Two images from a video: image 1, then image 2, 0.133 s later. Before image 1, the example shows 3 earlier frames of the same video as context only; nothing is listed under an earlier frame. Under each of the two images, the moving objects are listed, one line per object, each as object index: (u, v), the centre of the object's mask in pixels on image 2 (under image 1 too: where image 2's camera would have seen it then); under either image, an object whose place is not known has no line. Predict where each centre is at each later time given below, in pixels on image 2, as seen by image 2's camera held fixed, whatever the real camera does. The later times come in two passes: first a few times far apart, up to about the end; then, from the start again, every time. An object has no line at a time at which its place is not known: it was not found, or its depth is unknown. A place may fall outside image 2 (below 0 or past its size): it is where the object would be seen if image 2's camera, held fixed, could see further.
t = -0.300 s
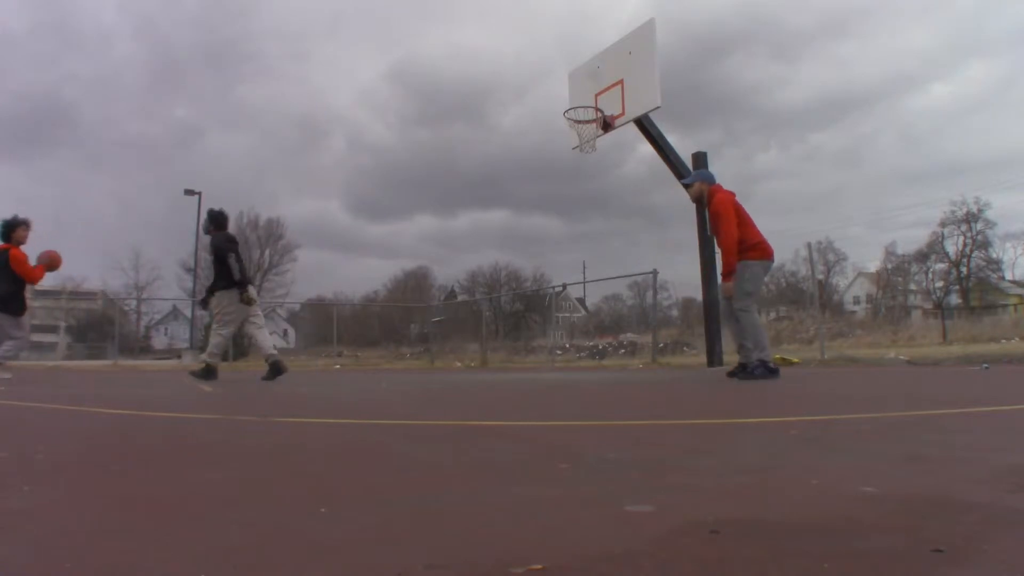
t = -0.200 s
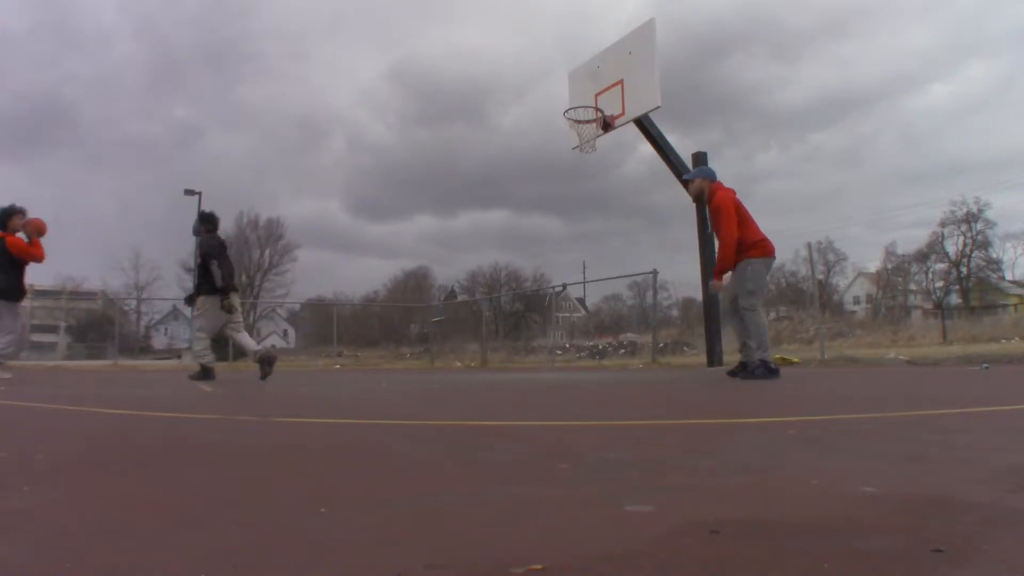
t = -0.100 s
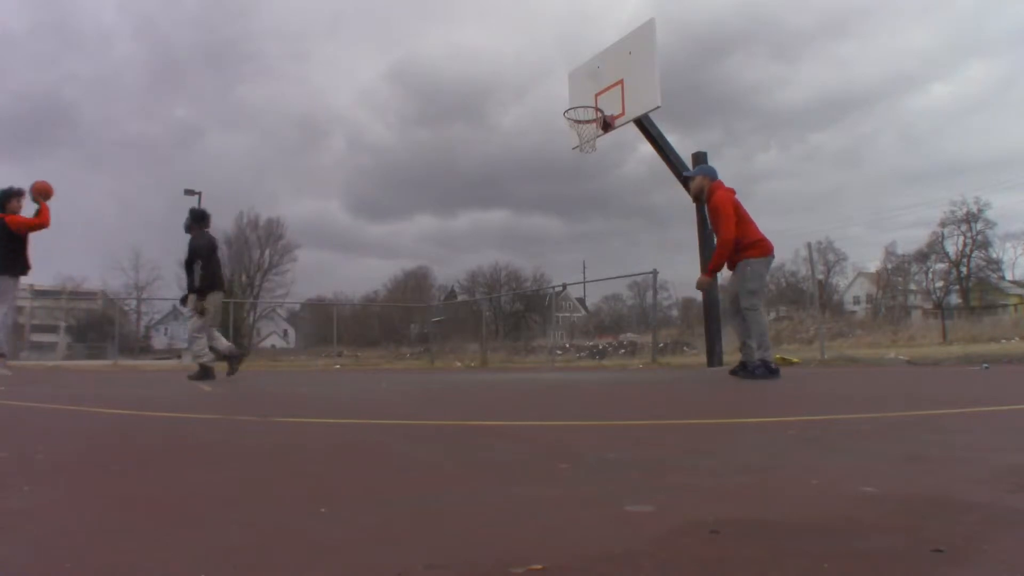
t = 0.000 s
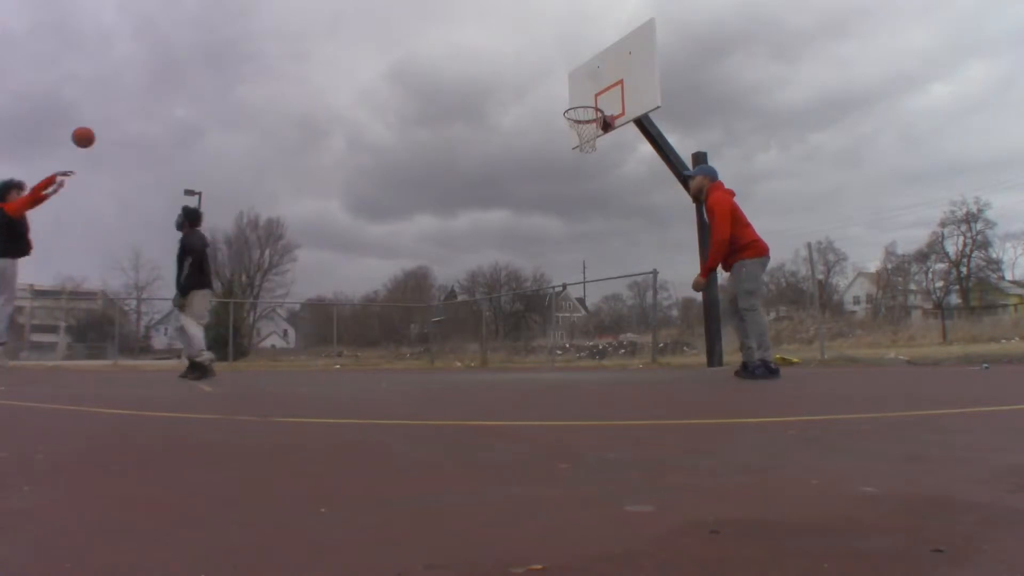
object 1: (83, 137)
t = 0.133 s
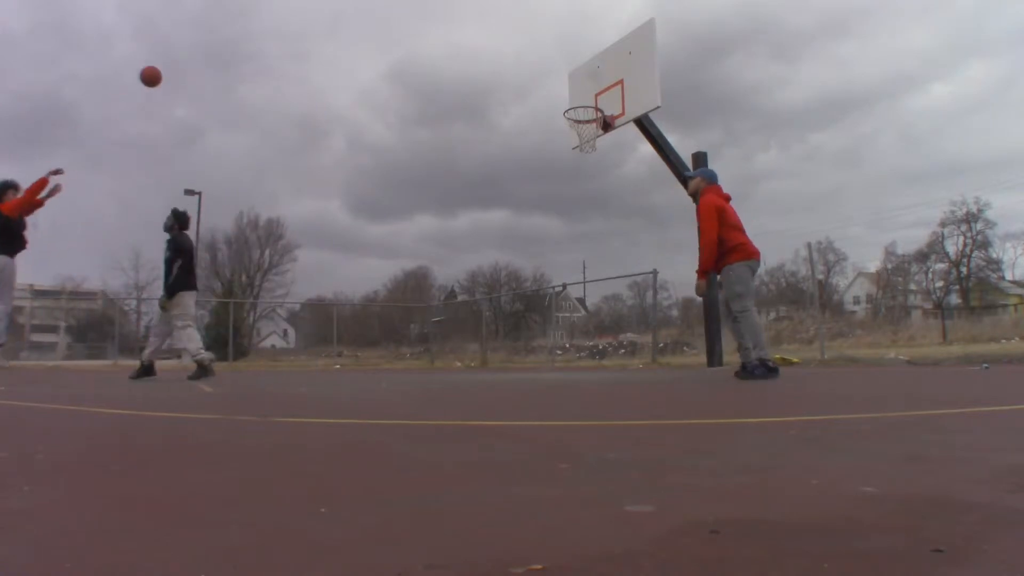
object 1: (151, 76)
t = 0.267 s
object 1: (214, 33)
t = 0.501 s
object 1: (318, 3)
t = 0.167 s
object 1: (167, 64)
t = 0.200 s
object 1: (183, 53)
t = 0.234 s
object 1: (199, 42)
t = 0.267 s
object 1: (214, 33)
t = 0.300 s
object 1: (230, 25)
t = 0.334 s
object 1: (245, 18)
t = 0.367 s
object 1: (260, 12)
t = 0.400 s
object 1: (275, 8)
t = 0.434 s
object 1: (290, 5)
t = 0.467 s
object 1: (304, 4)
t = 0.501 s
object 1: (318, 3)
